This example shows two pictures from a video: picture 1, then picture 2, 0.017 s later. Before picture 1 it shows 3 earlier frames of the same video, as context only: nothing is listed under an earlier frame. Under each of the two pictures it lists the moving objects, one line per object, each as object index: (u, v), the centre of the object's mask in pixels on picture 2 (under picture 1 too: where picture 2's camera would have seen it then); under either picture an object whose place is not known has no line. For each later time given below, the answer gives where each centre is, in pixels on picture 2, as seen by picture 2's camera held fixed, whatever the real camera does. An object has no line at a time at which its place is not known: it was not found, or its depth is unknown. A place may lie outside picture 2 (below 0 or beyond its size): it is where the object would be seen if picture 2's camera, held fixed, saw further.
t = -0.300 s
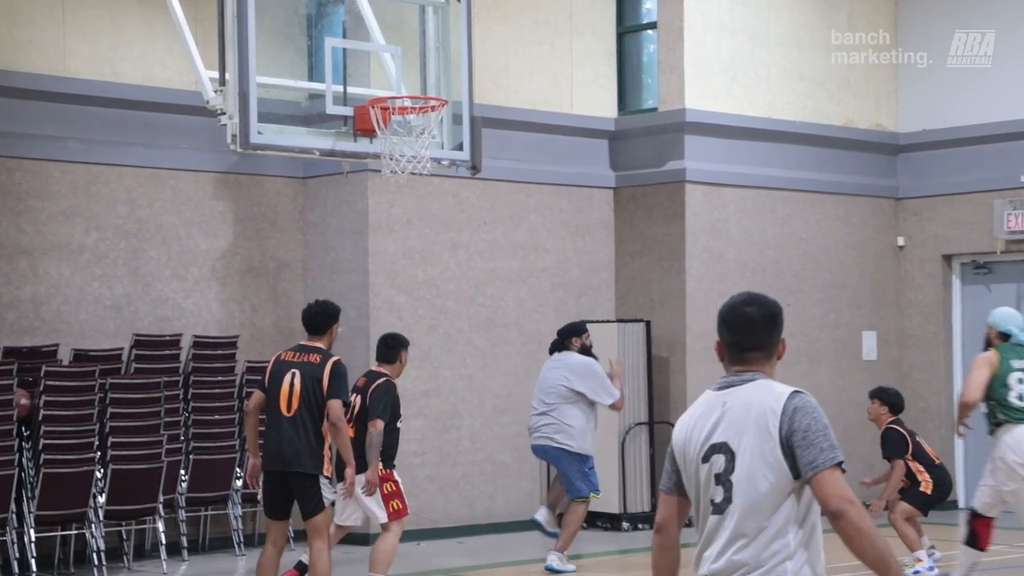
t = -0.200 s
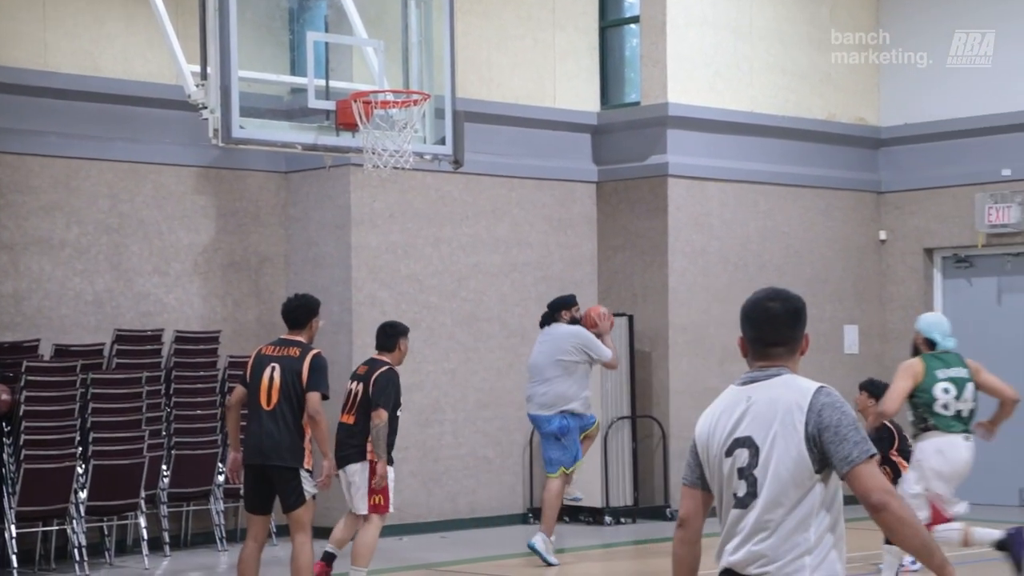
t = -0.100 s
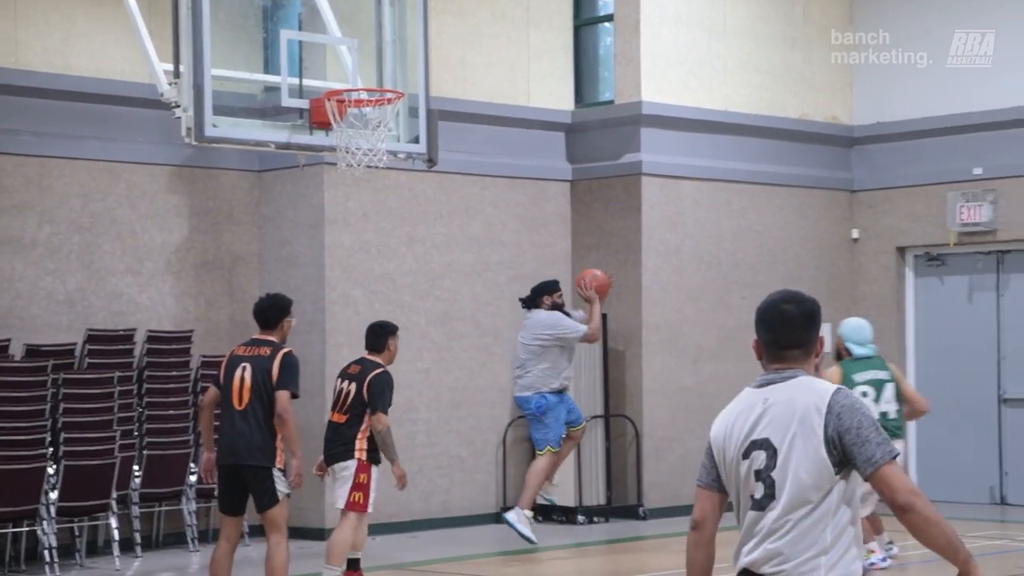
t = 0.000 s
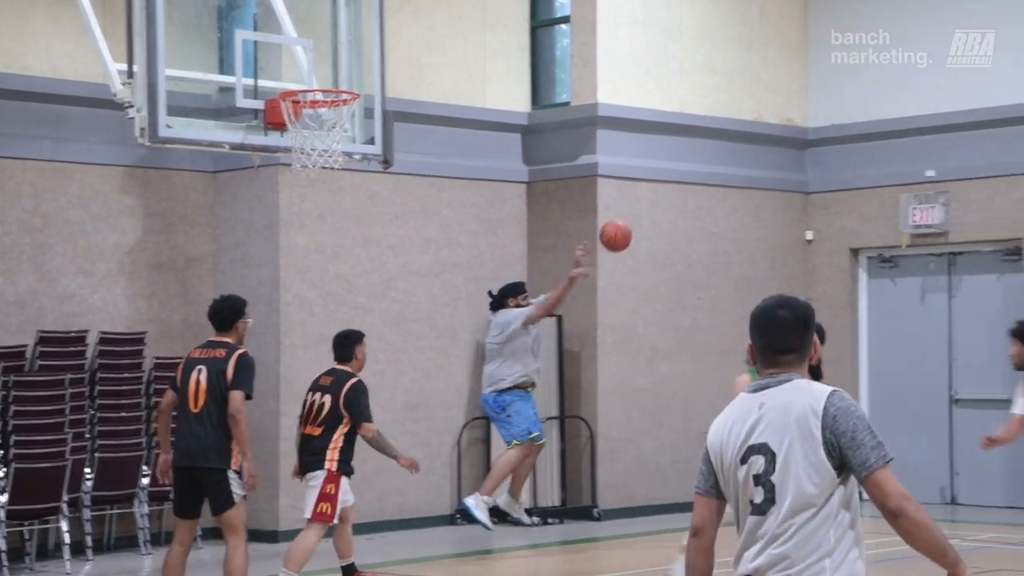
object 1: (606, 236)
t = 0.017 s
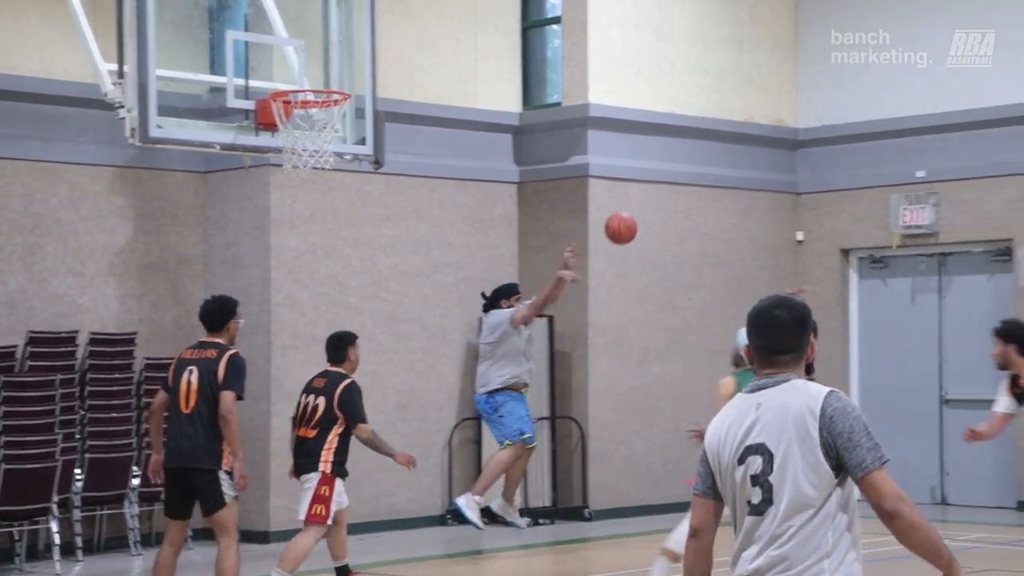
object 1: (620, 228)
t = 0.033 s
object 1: (635, 221)
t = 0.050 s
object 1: (650, 213)
